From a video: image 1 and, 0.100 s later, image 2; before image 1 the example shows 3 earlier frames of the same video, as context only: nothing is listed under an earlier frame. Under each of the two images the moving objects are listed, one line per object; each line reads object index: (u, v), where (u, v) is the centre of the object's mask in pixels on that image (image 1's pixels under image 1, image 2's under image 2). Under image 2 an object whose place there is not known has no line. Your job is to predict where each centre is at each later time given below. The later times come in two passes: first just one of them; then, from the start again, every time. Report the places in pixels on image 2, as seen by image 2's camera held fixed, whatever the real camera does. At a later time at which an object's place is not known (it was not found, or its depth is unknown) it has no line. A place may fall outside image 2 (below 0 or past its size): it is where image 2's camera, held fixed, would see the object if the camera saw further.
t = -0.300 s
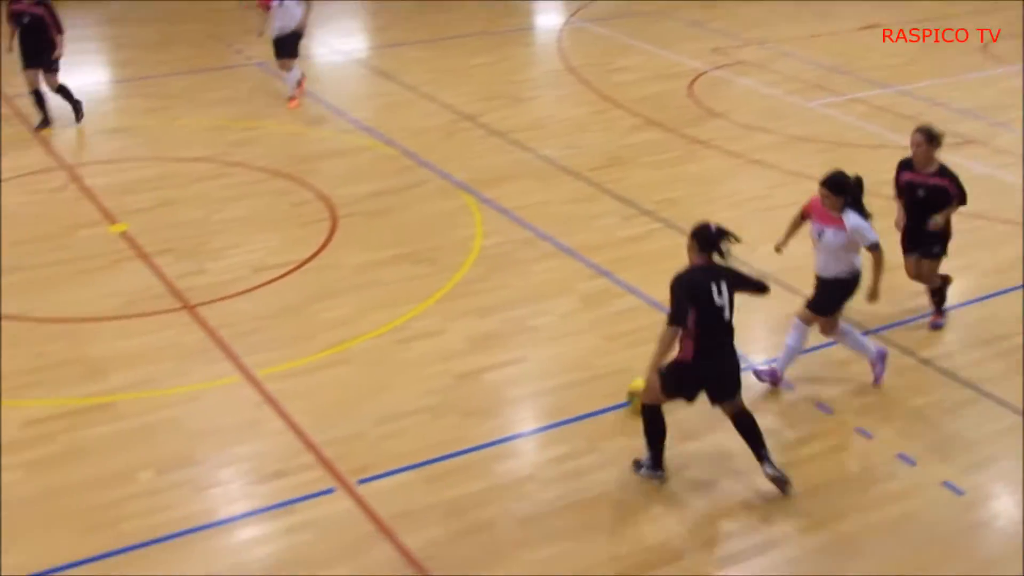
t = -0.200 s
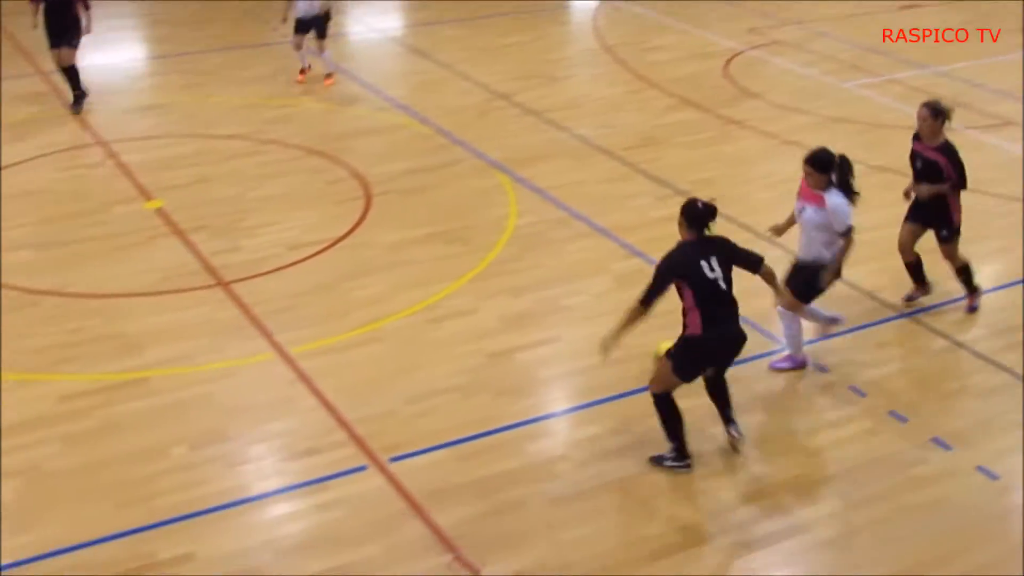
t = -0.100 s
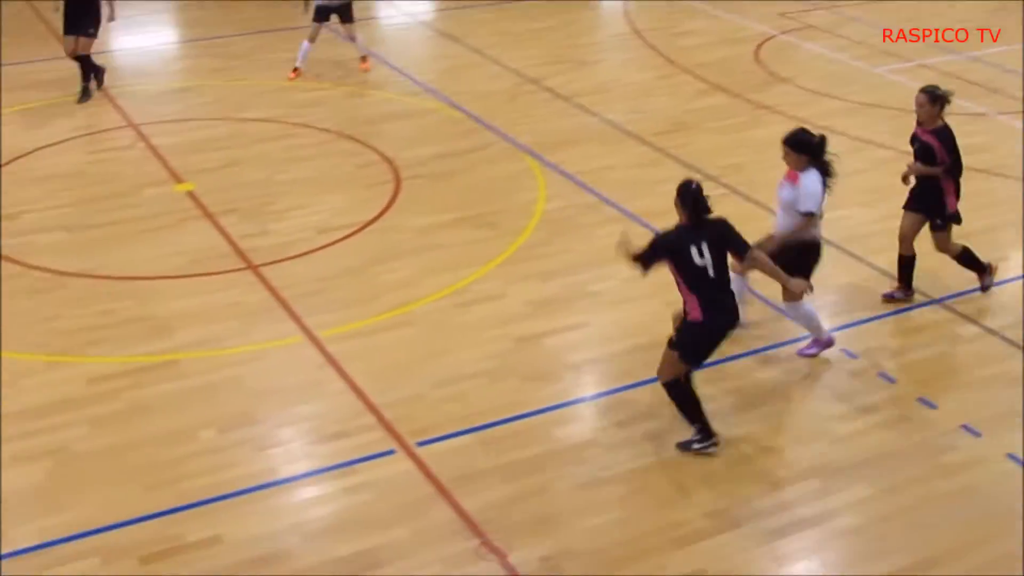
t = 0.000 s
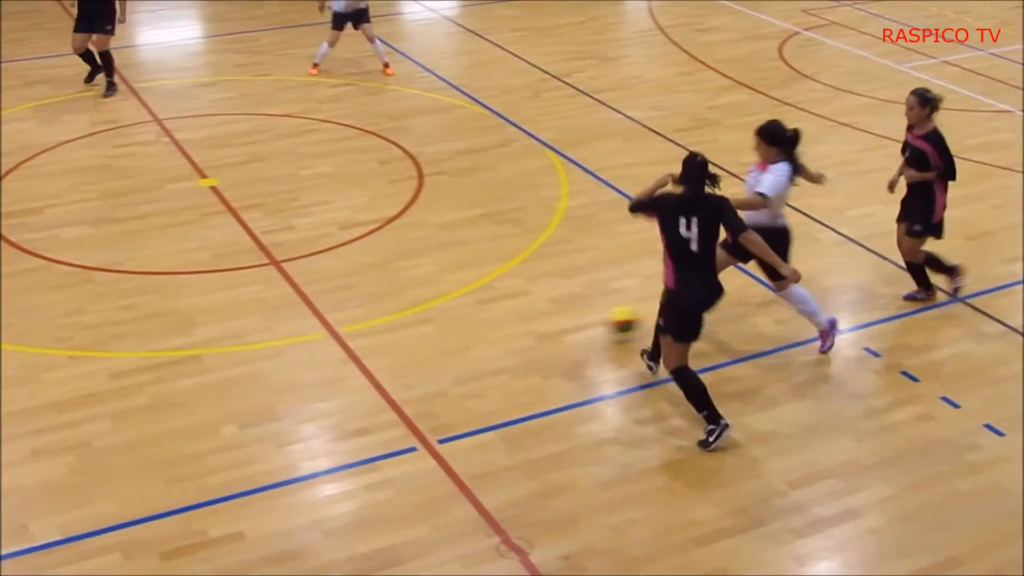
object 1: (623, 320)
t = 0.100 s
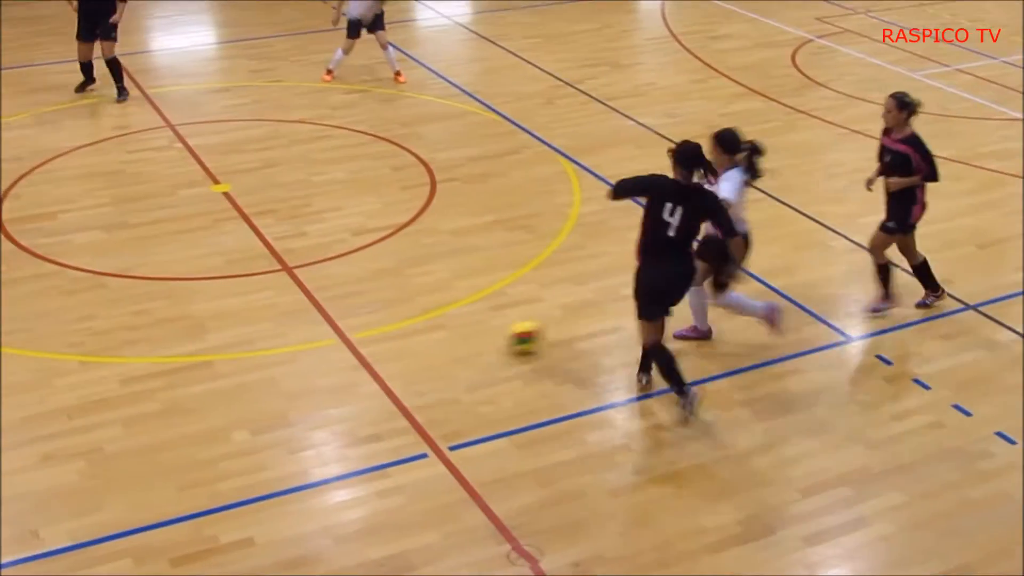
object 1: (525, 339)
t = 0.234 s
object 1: (389, 345)
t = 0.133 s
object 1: (489, 339)
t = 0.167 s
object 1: (453, 342)
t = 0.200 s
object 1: (420, 343)
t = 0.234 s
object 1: (389, 345)
